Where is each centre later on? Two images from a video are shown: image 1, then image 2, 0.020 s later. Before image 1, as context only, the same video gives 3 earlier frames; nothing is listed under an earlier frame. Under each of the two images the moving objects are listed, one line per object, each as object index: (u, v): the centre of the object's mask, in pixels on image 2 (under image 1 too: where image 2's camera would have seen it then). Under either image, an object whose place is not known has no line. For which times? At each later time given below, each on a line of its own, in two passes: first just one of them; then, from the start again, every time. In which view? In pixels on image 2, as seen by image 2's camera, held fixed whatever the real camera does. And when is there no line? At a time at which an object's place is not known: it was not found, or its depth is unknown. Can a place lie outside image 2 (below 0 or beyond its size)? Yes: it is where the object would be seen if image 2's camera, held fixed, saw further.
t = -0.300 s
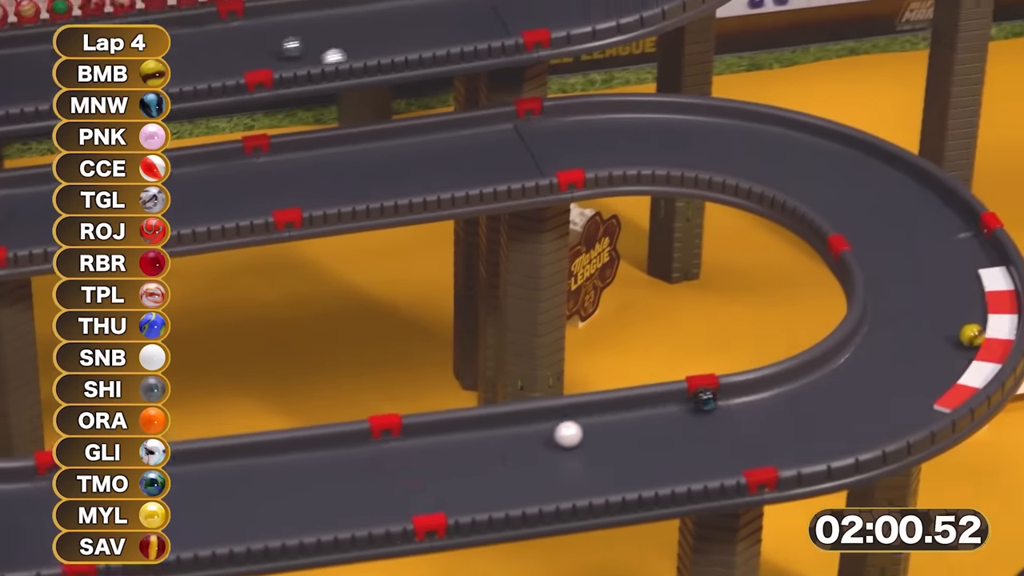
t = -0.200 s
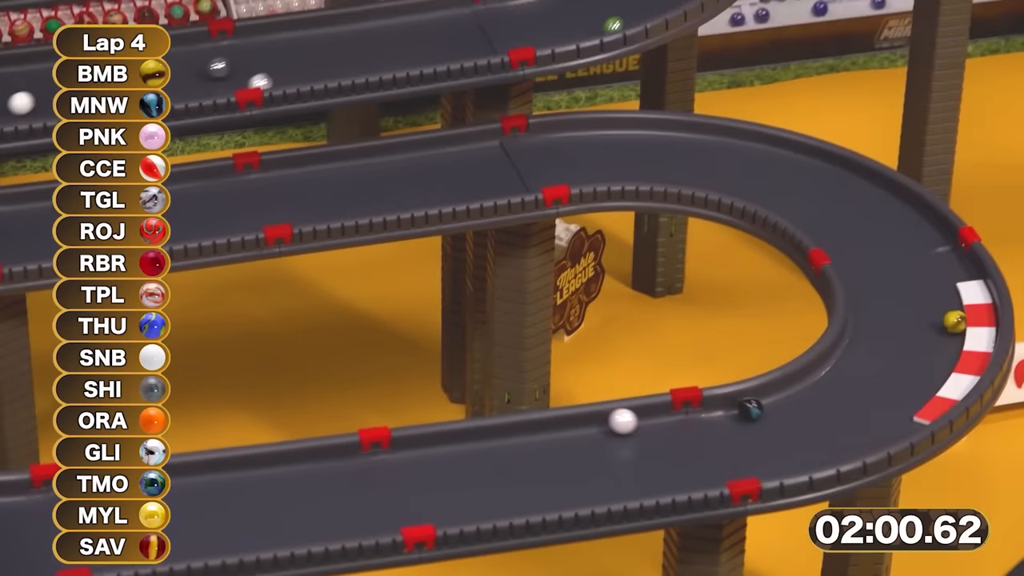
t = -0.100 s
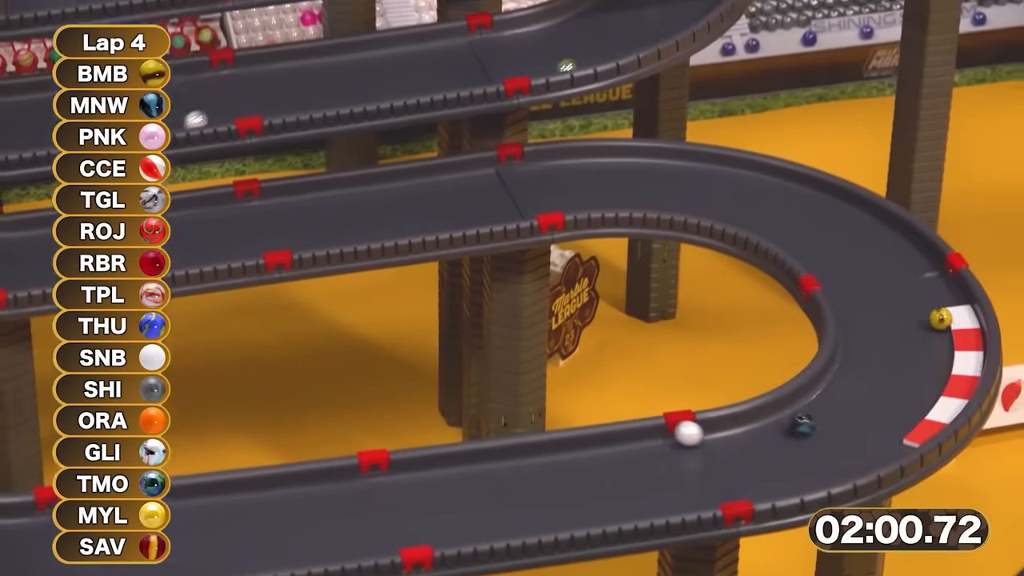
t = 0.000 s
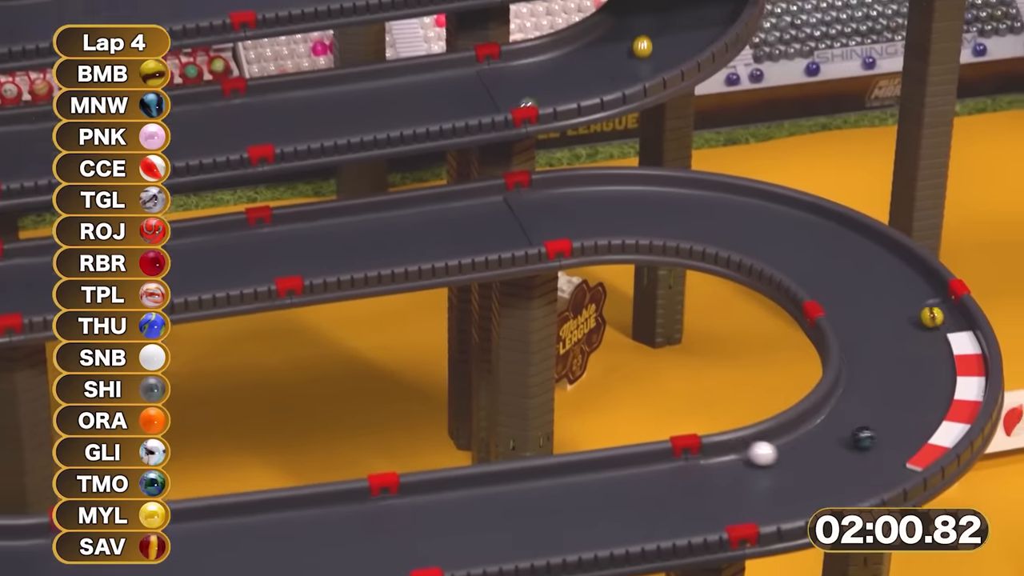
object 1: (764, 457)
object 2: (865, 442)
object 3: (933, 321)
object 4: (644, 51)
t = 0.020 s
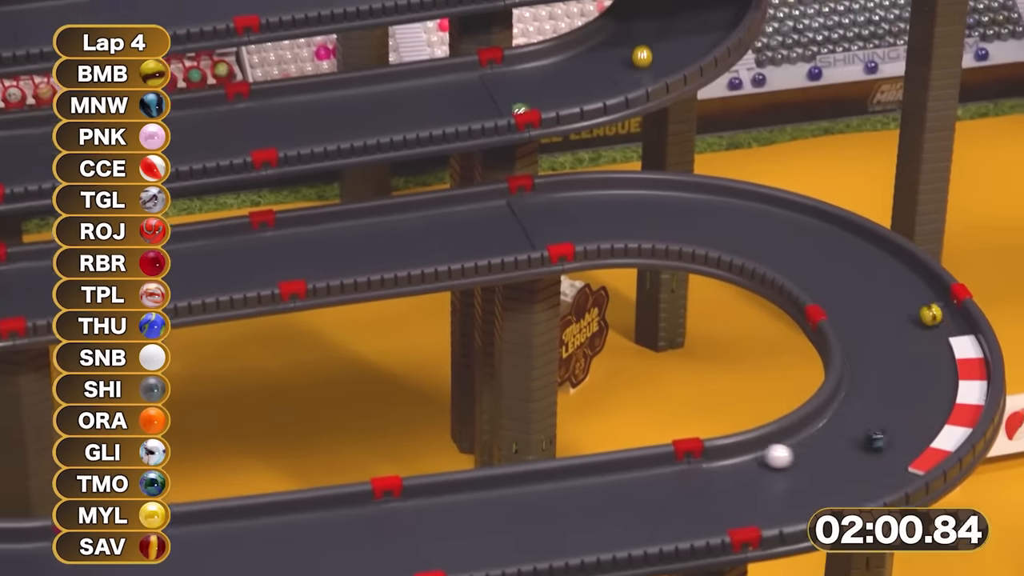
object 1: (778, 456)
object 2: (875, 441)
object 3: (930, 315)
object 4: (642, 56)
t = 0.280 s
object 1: (930, 425)
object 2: (944, 392)
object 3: (876, 247)
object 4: (557, 103)
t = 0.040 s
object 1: (792, 455)
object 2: (886, 438)
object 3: (927, 309)
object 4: (638, 62)
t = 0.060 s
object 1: (805, 453)
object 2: (896, 436)
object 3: (924, 303)
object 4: (635, 67)
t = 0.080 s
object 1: (819, 452)
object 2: (907, 433)
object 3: (921, 297)
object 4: (631, 72)
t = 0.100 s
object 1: (832, 450)
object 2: (917, 429)
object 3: (918, 294)
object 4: (628, 78)
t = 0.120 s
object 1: (846, 448)
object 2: (928, 426)
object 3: (914, 288)
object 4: (623, 83)
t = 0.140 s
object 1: (859, 446)
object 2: (934, 421)
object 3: (910, 283)
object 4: (619, 87)
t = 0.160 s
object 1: (872, 444)
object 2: (936, 419)
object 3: (906, 278)
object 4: (614, 90)
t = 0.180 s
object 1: (884, 442)
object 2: (937, 414)
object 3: (901, 272)
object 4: (605, 93)
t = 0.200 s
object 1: (897, 439)
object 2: (940, 410)
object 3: (897, 267)
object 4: (596, 94)
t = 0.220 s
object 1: (909, 437)
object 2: (941, 405)
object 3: (893, 262)
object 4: (586, 97)
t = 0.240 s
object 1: (921, 434)
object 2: (943, 400)
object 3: (887, 257)
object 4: (577, 99)
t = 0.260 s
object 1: (928, 429)
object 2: (945, 395)
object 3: (881, 252)
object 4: (567, 101)
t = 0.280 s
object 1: (930, 425)
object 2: (944, 392)
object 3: (876, 247)
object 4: (557, 103)
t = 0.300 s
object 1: (932, 420)
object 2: (945, 386)
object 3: (870, 242)
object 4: (547, 105)
